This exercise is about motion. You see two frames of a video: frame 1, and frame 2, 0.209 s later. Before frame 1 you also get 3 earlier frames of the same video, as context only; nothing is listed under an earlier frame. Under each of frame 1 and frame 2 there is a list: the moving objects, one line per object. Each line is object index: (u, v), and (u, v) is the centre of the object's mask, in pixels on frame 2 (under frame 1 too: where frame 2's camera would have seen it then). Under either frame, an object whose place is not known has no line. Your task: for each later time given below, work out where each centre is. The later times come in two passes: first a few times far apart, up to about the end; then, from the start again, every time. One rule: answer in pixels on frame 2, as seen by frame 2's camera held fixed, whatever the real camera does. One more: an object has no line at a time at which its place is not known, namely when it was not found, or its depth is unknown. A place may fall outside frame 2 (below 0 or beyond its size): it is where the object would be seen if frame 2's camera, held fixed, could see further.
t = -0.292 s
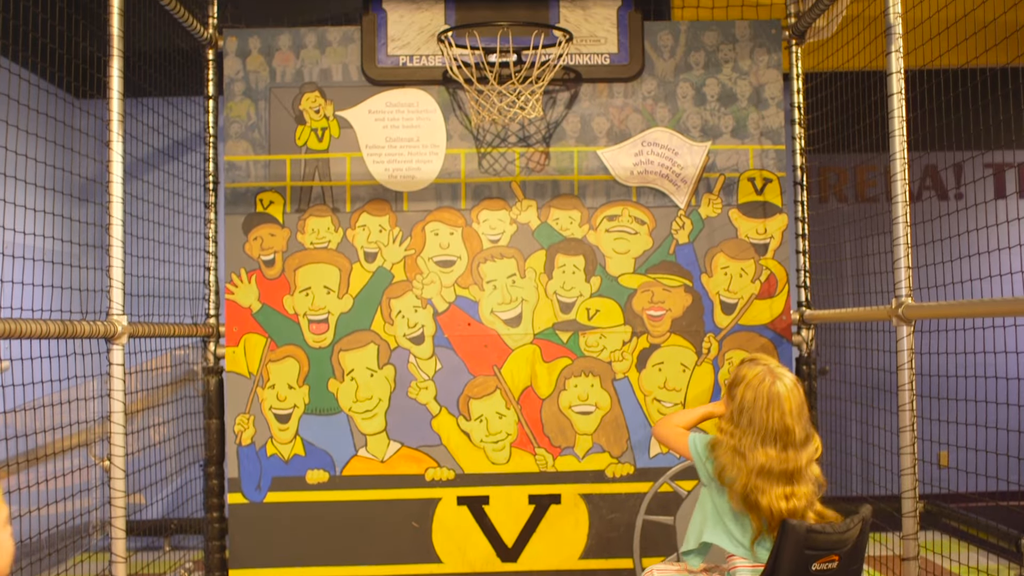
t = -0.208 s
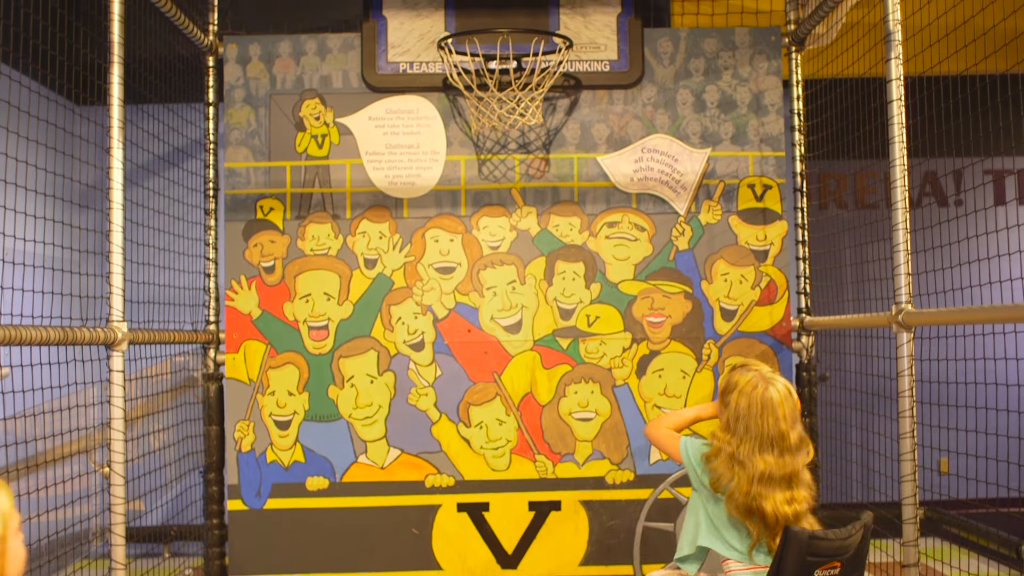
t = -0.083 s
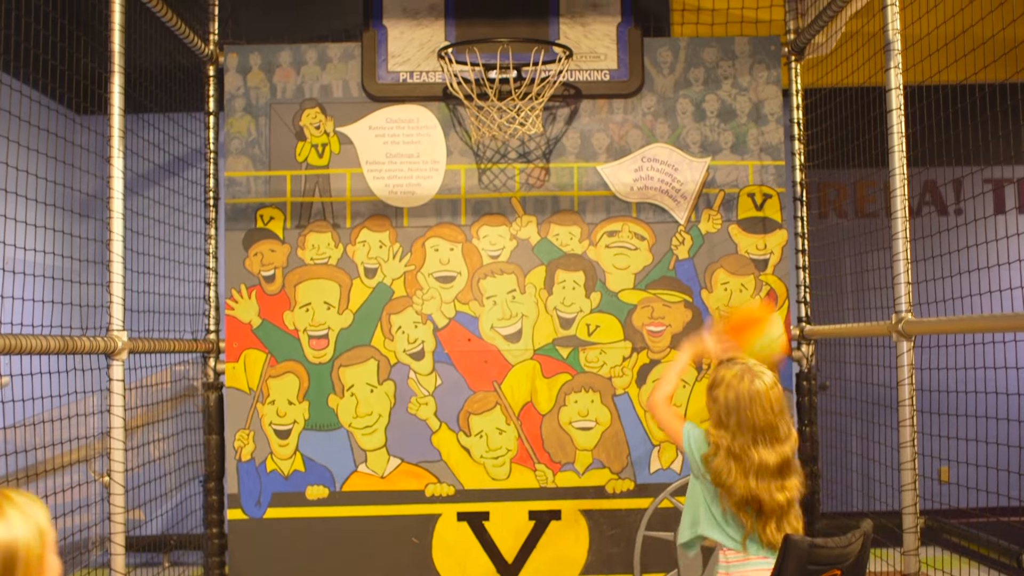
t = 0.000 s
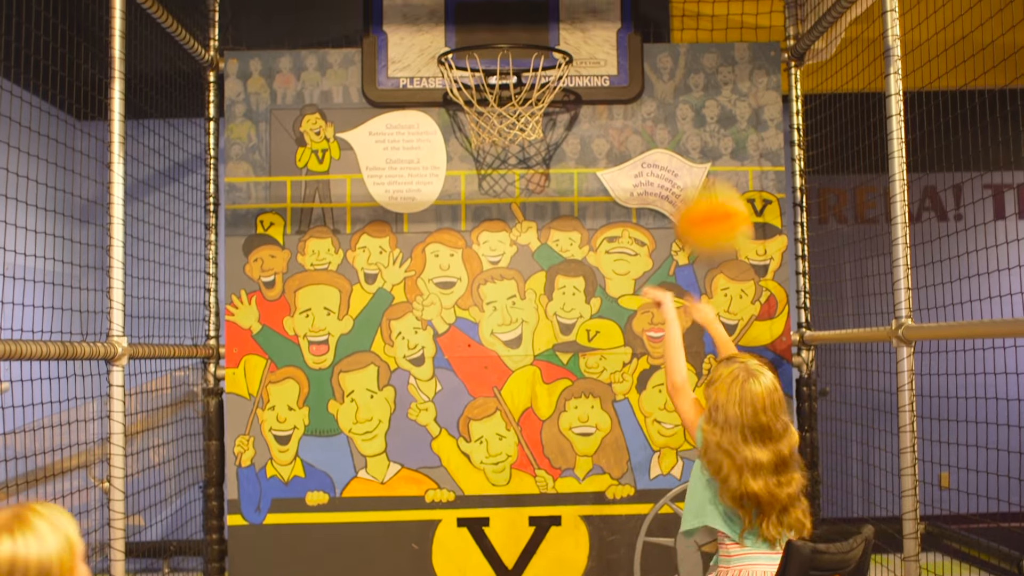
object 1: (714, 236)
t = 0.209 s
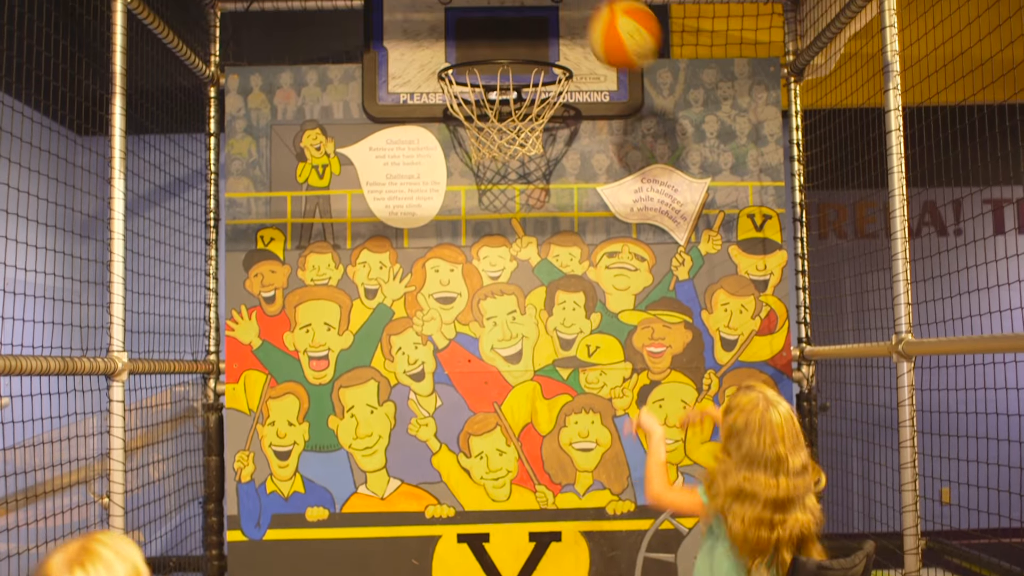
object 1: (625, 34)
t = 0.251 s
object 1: (608, 18)
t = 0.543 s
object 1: (514, 2)
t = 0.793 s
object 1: (487, 143)
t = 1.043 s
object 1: (554, 350)
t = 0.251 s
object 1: (608, 18)
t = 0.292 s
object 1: (594, 8)
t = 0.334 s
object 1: (579, 0)
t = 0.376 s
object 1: (565, -6)
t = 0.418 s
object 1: (552, -9)
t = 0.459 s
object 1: (540, -9)
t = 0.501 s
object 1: (526, -7)
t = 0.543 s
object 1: (514, 2)
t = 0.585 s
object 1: (503, 18)
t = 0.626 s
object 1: (492, 37)
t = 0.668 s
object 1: (481, 64)
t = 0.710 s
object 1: (472, 96)
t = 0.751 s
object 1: (477, 118)
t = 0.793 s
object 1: (487, 143)
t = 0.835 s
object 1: (501, 168)
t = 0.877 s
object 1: (508, 190)
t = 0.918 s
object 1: (522, 224)
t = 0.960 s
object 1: (532, 258)
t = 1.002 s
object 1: (544, 302)
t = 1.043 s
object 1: (554, 350)
